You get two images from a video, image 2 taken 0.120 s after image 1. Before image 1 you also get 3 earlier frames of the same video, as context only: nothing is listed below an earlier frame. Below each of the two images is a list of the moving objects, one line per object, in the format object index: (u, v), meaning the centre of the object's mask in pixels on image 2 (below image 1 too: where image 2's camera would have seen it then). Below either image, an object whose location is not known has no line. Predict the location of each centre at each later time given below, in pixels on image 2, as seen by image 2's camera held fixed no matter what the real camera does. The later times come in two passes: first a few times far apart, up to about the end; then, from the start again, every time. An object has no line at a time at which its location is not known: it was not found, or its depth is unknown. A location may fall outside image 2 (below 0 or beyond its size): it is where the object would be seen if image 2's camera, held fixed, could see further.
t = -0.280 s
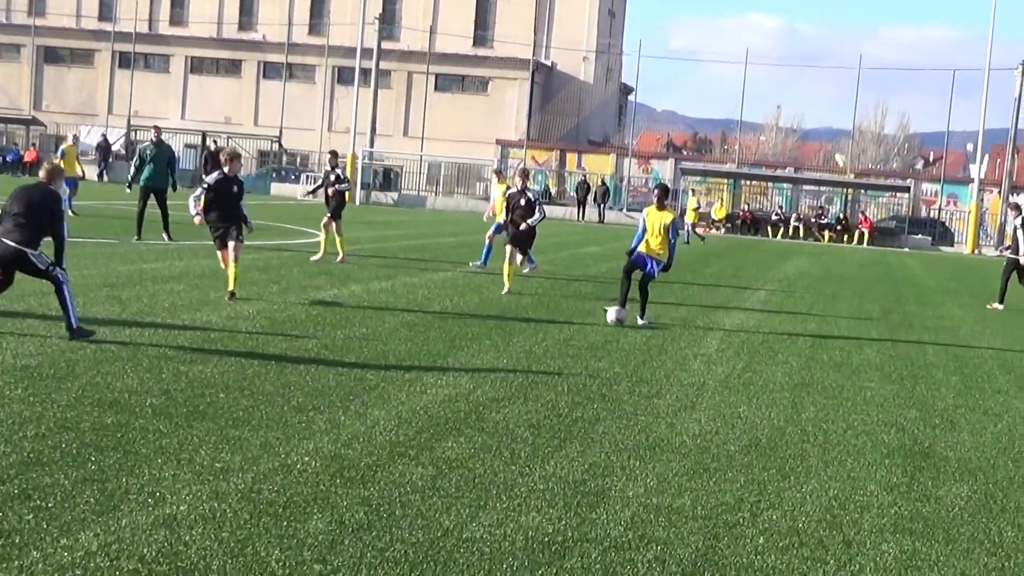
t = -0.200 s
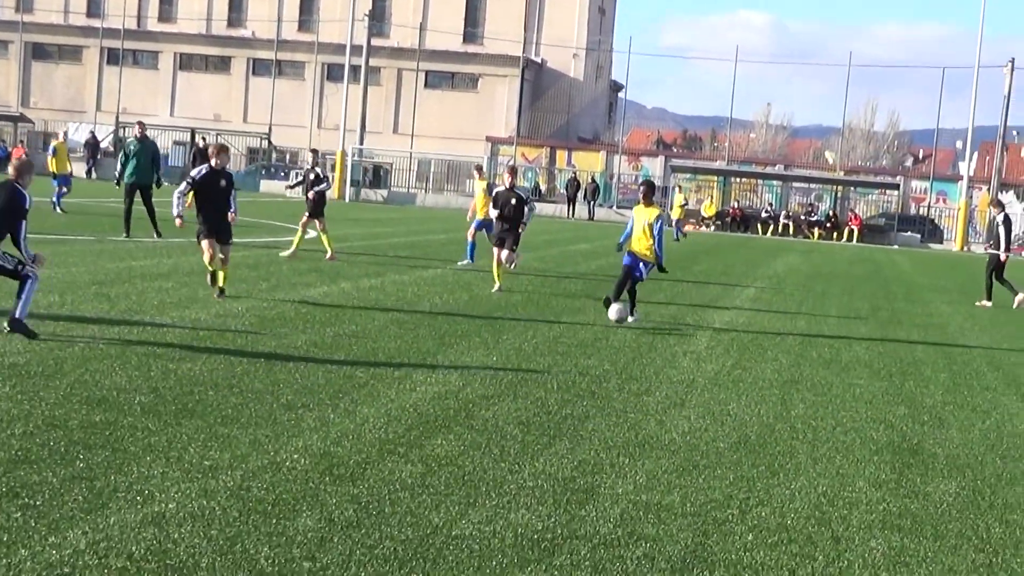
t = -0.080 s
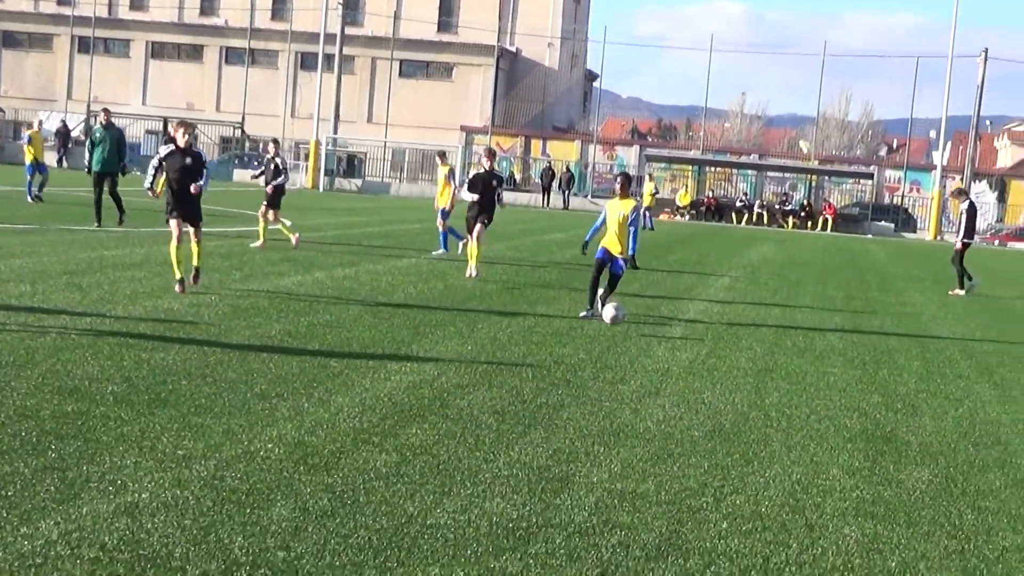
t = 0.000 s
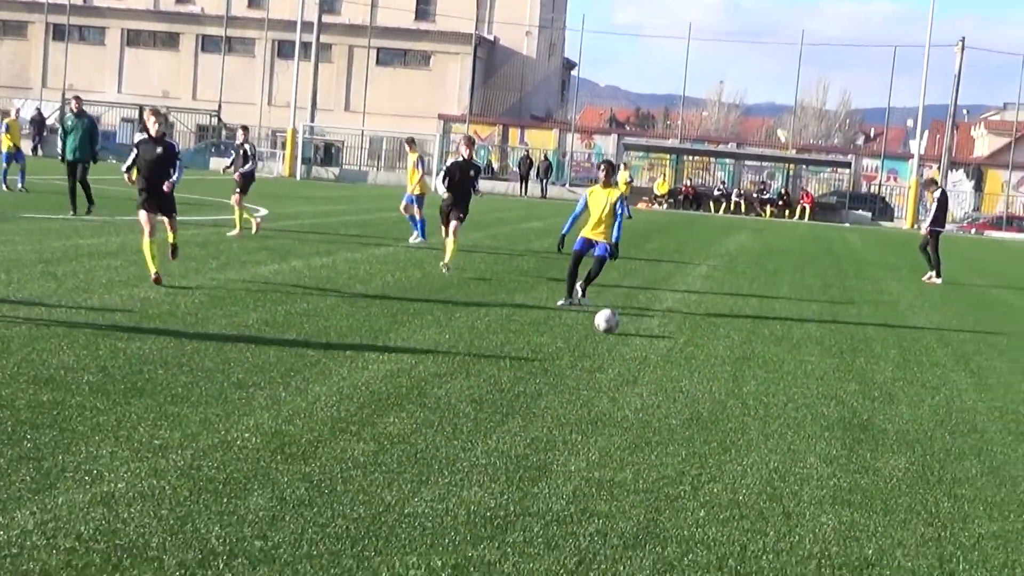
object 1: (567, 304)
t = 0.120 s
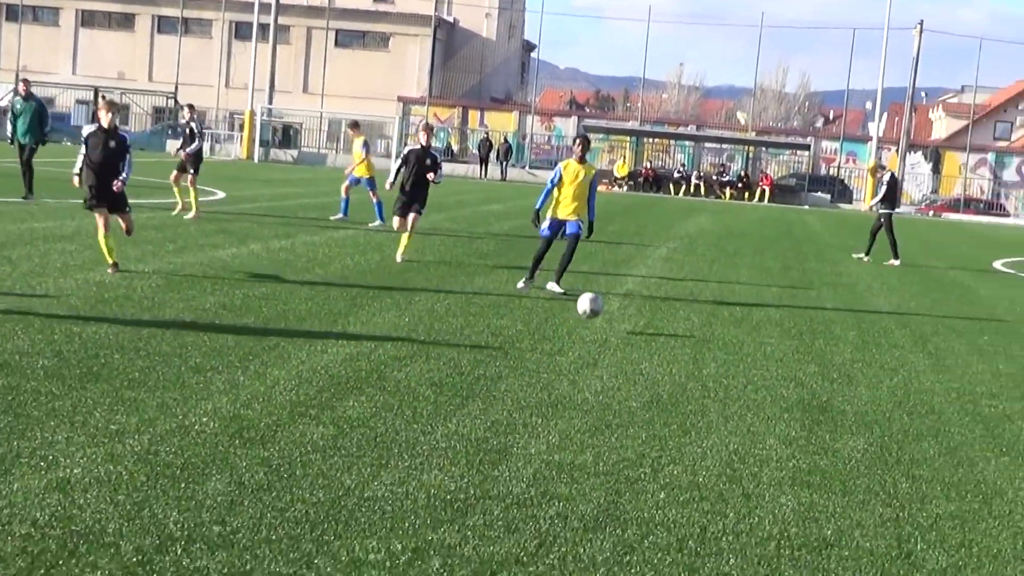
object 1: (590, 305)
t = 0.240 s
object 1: (615, 320)
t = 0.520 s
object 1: (686, 375)
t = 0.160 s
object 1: (597, 308)
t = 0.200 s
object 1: (606, 313)
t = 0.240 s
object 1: (615, 320)
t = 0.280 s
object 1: (623, 330)
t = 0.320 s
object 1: (632, 344)
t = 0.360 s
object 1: (642, 350)
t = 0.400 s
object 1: (652, 352)
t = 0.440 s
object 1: (663, 355)
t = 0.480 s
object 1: (675, 363)
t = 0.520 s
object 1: (686, 375)
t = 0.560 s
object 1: (699, 387)
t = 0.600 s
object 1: (712, 391)
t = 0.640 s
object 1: (728, 395)
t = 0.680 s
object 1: (743, 401)
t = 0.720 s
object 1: (760, 411)
